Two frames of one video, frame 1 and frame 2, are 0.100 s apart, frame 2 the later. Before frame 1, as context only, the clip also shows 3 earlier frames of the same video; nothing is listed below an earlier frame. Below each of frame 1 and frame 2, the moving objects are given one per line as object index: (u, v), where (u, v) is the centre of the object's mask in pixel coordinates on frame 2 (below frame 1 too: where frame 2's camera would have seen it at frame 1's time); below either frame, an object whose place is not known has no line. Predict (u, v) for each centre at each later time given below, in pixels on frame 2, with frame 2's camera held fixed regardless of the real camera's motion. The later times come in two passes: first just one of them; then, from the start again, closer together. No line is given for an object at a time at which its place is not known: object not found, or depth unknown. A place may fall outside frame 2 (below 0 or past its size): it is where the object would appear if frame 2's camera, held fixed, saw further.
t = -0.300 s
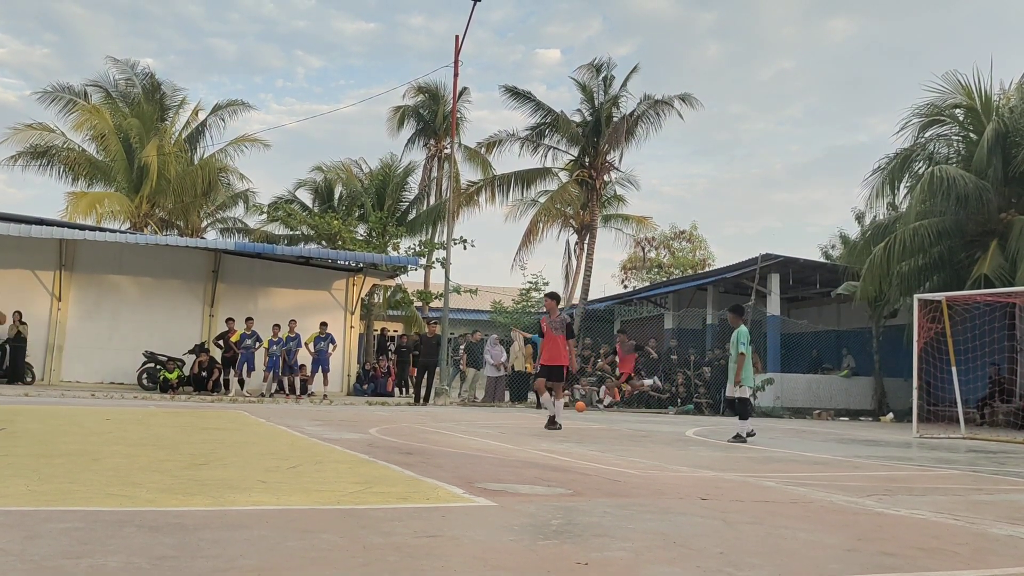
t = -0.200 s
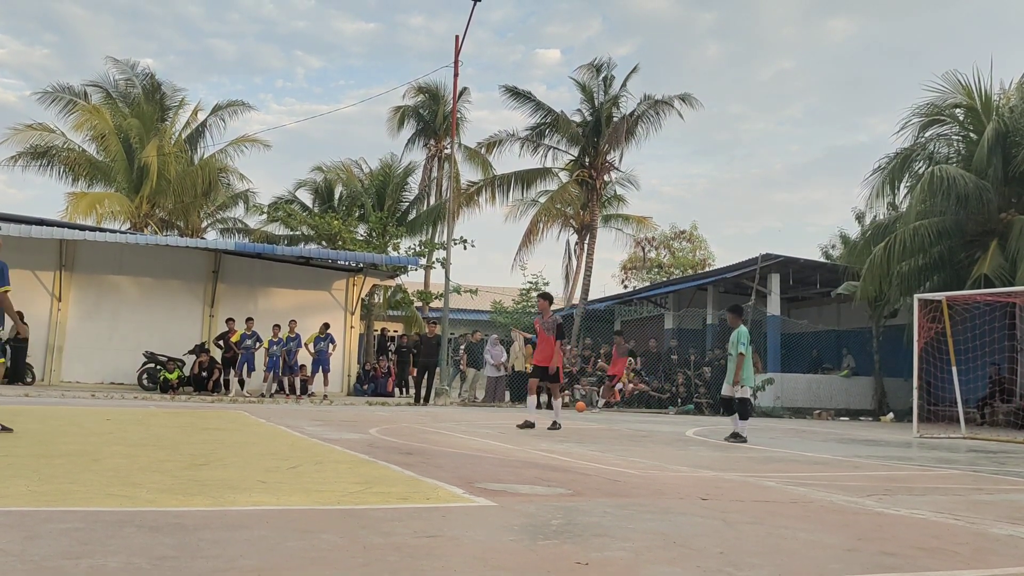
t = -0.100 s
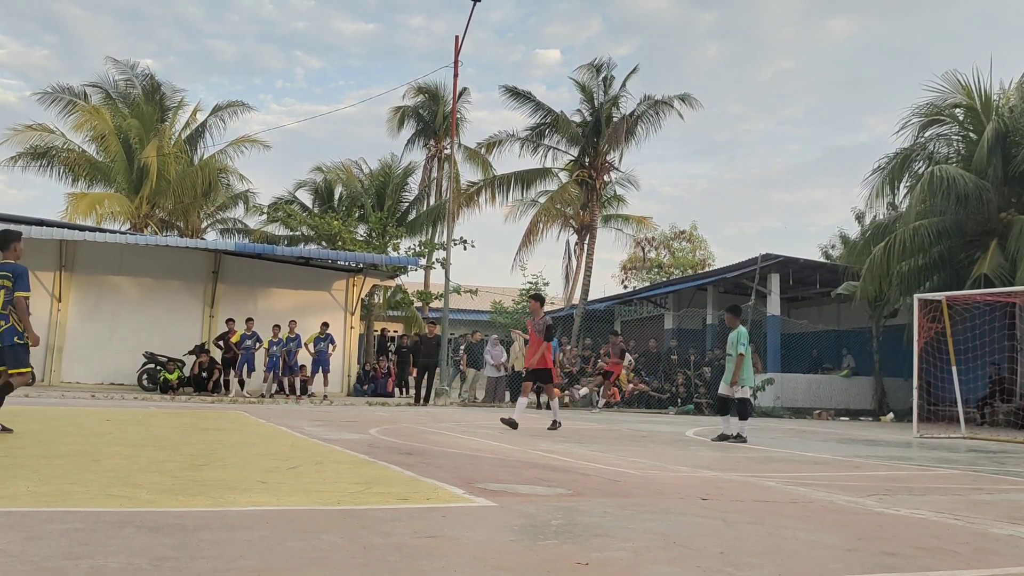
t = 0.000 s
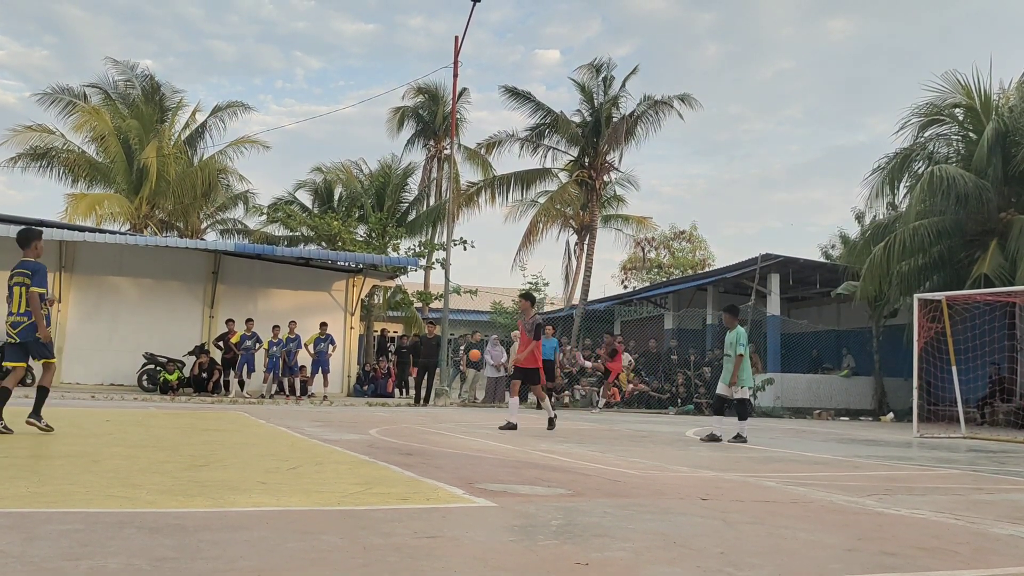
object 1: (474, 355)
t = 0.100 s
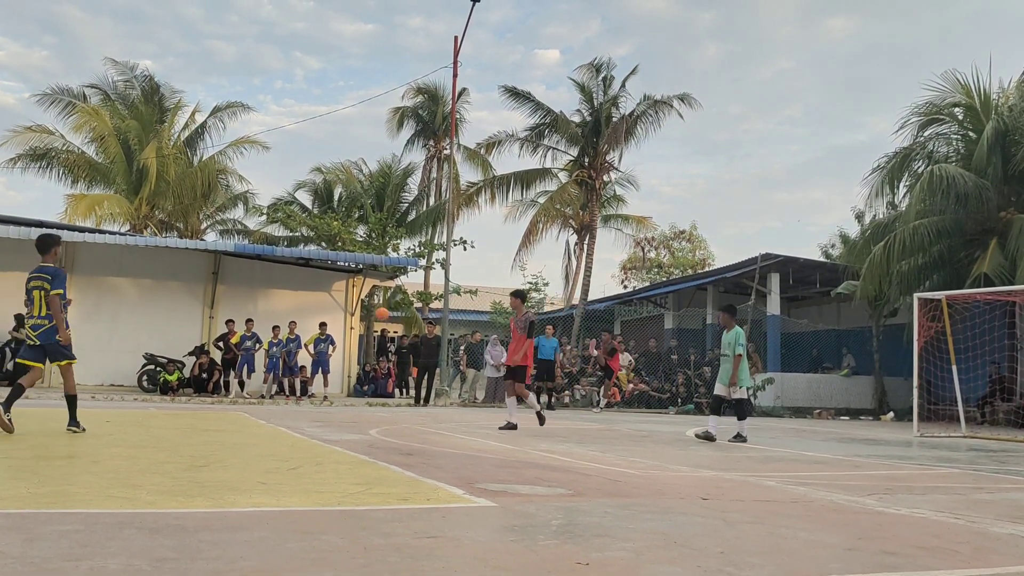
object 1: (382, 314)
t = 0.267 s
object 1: (188, 235)
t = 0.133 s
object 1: (347, 299)
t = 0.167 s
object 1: (311, 283)
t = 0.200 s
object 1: (273, 268)
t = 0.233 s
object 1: (232, 252)
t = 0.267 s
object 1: (188, 235)
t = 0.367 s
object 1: (41, 182)
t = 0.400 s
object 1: (-14, 163)
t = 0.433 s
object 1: (-73, 144)
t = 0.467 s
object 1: (-140, 123)
